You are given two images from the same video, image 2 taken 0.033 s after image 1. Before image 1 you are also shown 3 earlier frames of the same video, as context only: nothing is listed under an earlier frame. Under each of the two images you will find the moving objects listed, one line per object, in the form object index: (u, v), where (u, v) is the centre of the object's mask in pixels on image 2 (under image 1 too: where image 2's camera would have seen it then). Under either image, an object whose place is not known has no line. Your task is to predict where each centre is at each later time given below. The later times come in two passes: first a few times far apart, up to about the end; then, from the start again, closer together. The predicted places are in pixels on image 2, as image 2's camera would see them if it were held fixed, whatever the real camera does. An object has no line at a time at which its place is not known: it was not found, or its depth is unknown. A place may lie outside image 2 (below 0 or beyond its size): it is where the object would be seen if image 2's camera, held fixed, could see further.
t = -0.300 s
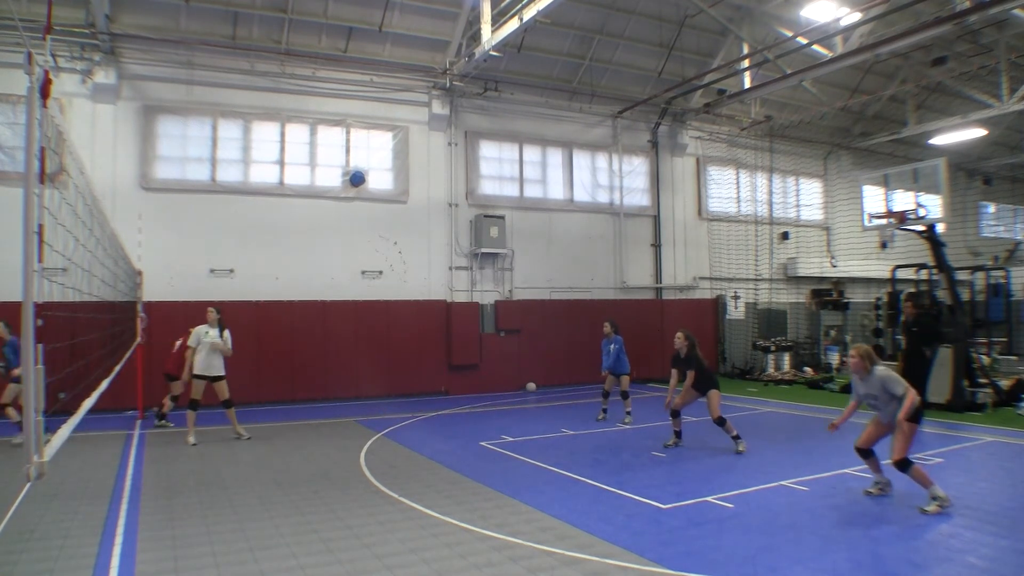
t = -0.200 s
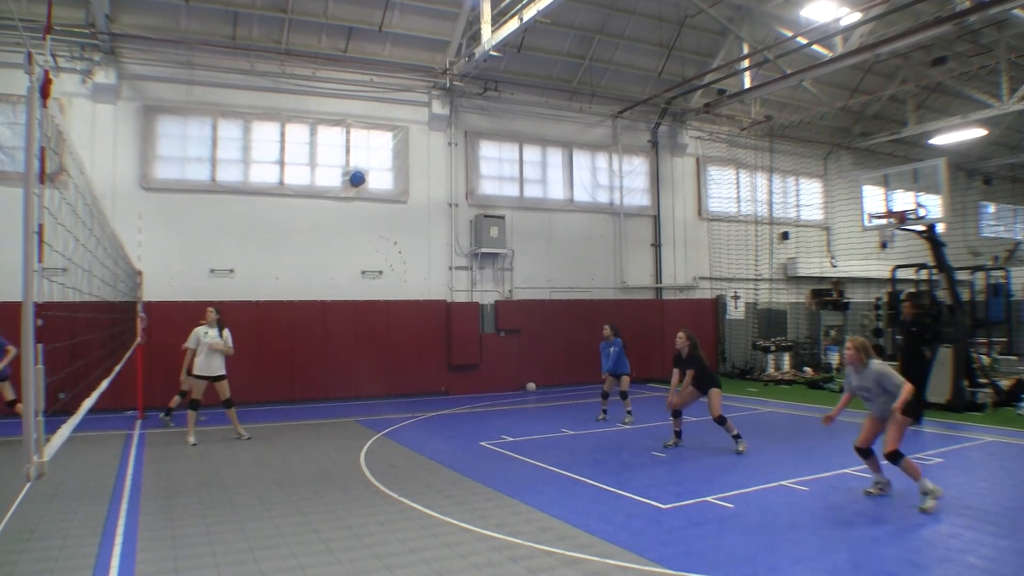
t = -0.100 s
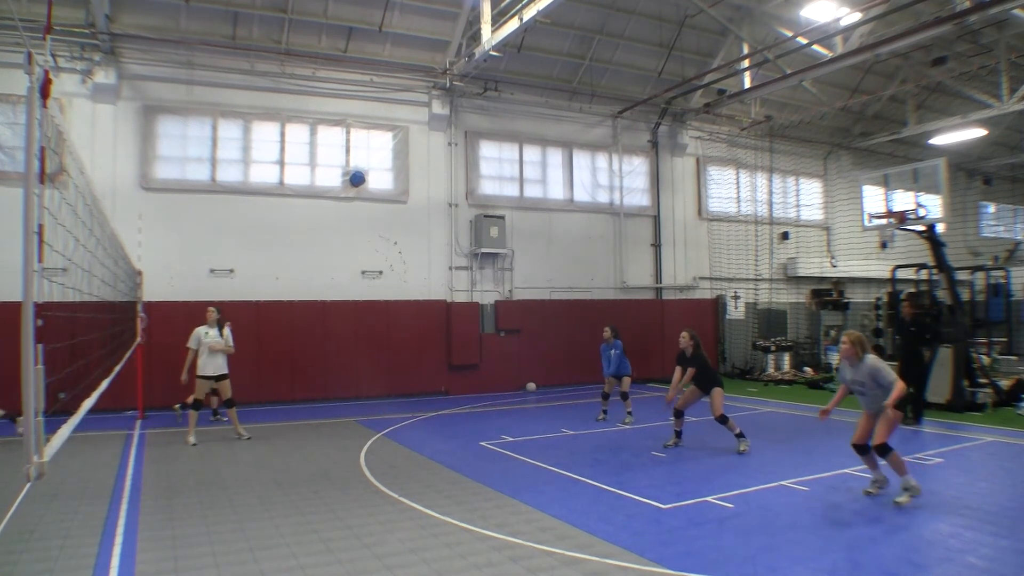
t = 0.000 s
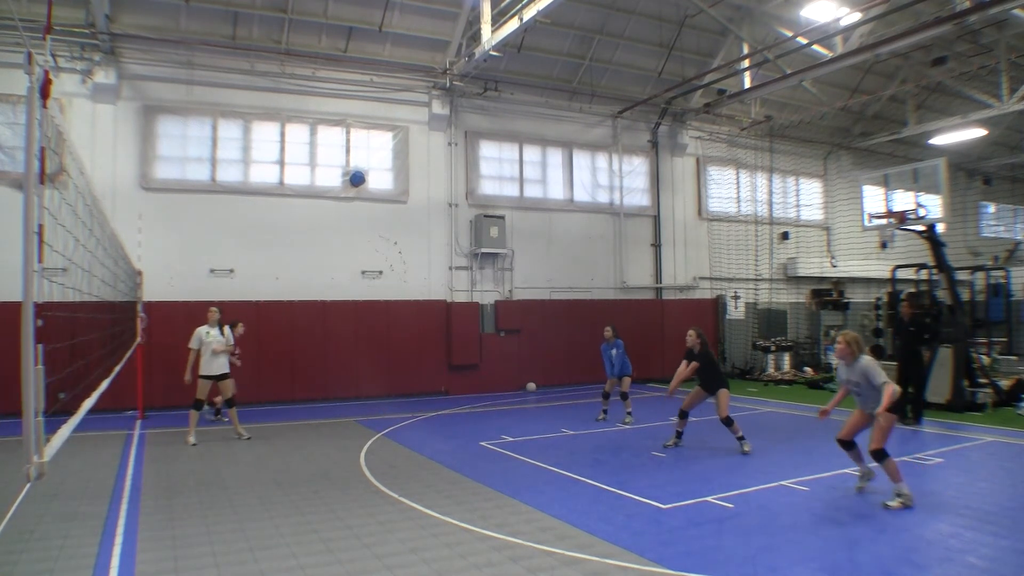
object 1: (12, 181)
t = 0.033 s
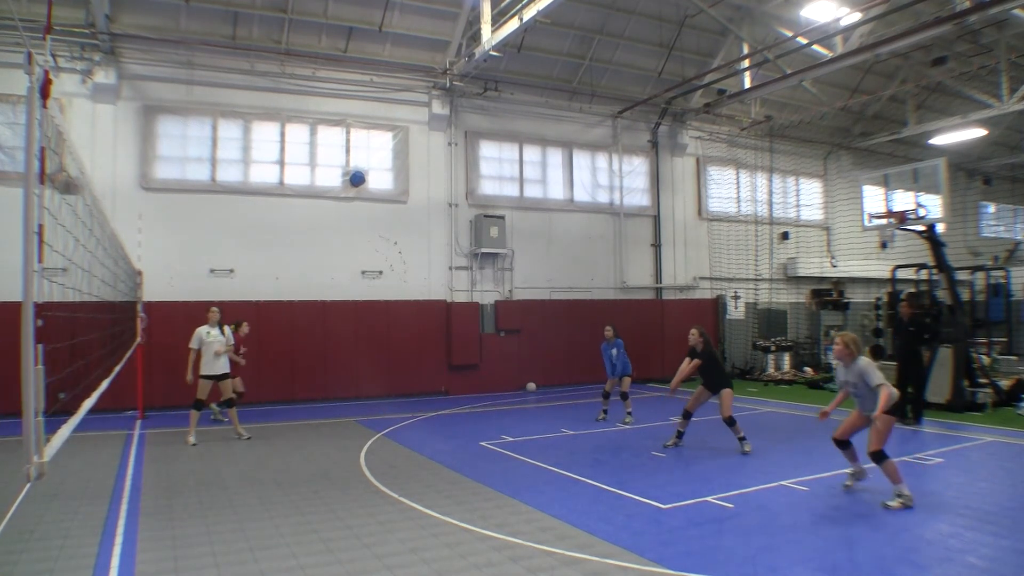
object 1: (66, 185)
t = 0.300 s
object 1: (367, 244)
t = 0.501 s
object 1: (556, 324)
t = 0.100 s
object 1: (147, 195)
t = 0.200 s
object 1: (260, 214)
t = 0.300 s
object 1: (367, 244)
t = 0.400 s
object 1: (465, 281)
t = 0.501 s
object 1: (556, 324)
